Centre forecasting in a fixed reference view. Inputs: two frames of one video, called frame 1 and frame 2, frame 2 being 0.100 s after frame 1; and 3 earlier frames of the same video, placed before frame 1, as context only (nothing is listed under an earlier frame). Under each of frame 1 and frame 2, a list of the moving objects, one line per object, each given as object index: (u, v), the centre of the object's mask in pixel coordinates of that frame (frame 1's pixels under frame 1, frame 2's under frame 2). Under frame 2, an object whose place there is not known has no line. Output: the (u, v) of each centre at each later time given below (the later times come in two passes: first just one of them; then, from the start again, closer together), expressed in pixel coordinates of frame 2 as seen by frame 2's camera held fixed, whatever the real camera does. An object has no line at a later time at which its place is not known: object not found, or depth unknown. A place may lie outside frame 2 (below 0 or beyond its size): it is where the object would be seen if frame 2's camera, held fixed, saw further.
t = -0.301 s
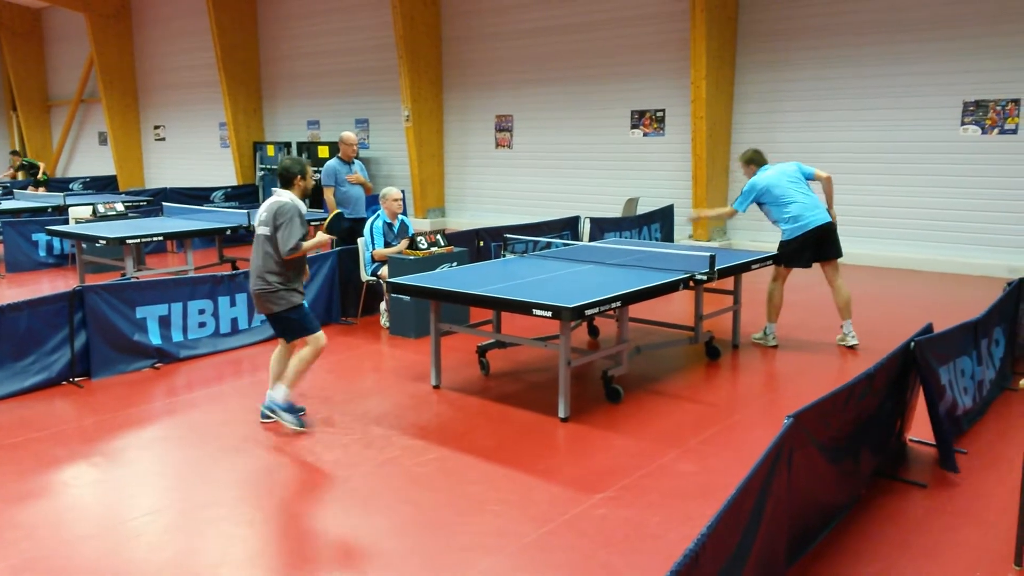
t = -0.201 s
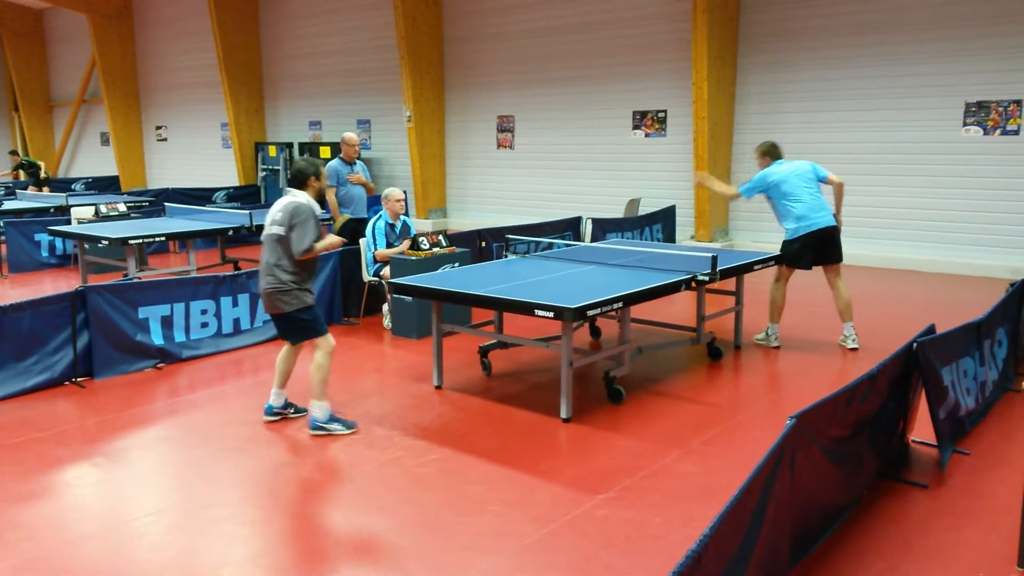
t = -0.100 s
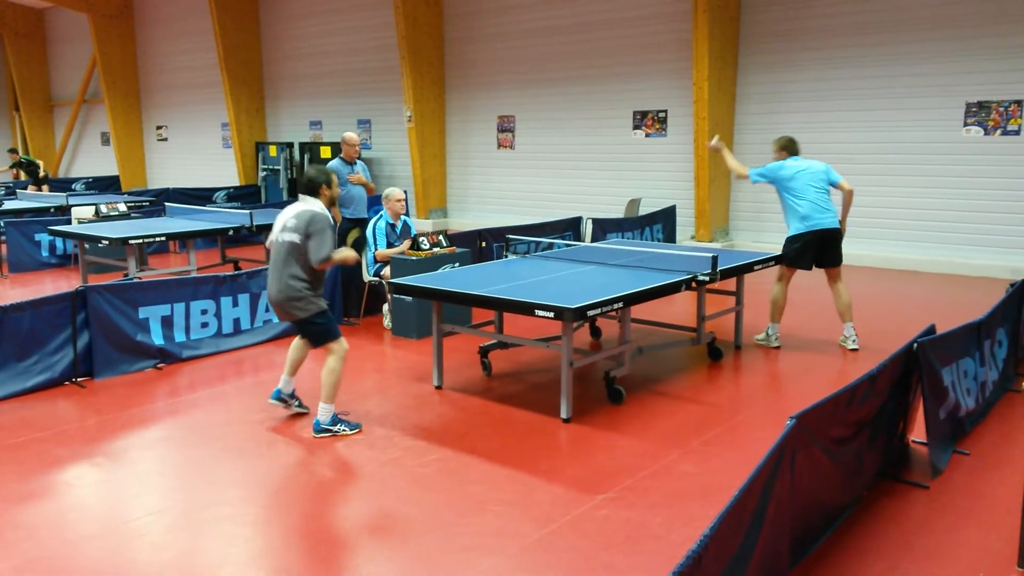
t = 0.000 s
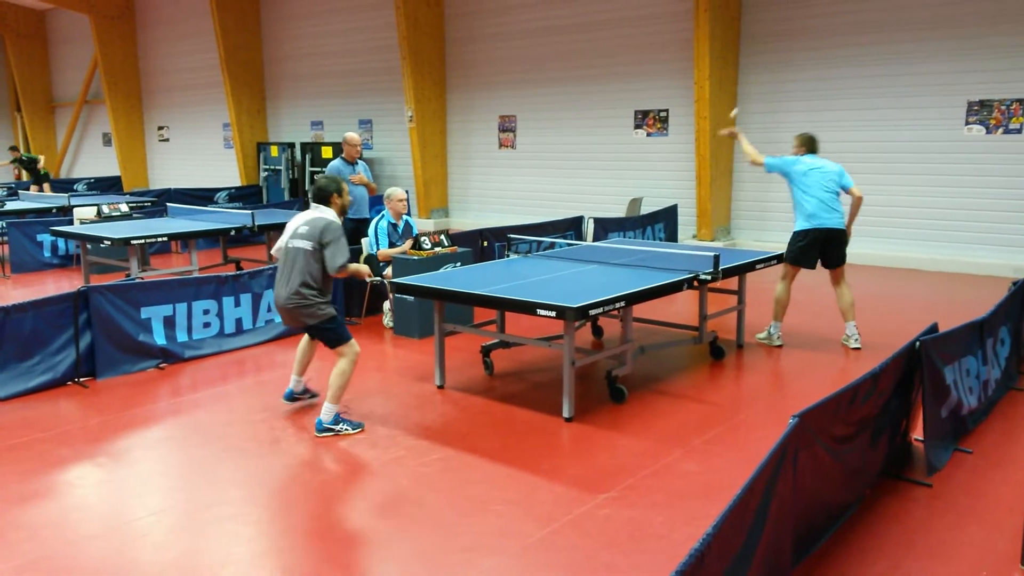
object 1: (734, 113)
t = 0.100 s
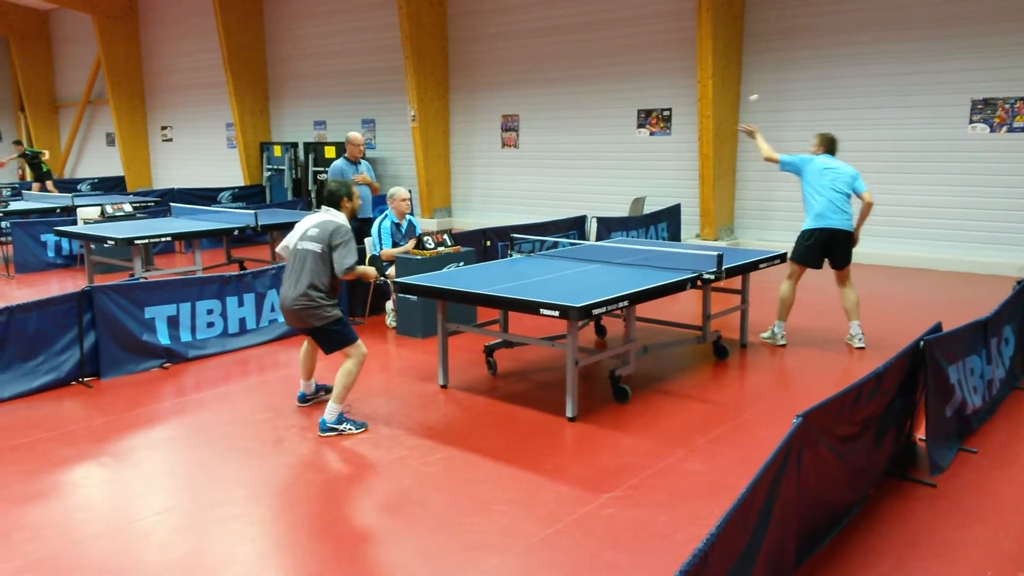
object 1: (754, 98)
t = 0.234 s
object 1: (775, 99)
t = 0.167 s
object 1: (764, 96)
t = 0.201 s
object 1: (770, 96)
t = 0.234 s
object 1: (775, 99)
